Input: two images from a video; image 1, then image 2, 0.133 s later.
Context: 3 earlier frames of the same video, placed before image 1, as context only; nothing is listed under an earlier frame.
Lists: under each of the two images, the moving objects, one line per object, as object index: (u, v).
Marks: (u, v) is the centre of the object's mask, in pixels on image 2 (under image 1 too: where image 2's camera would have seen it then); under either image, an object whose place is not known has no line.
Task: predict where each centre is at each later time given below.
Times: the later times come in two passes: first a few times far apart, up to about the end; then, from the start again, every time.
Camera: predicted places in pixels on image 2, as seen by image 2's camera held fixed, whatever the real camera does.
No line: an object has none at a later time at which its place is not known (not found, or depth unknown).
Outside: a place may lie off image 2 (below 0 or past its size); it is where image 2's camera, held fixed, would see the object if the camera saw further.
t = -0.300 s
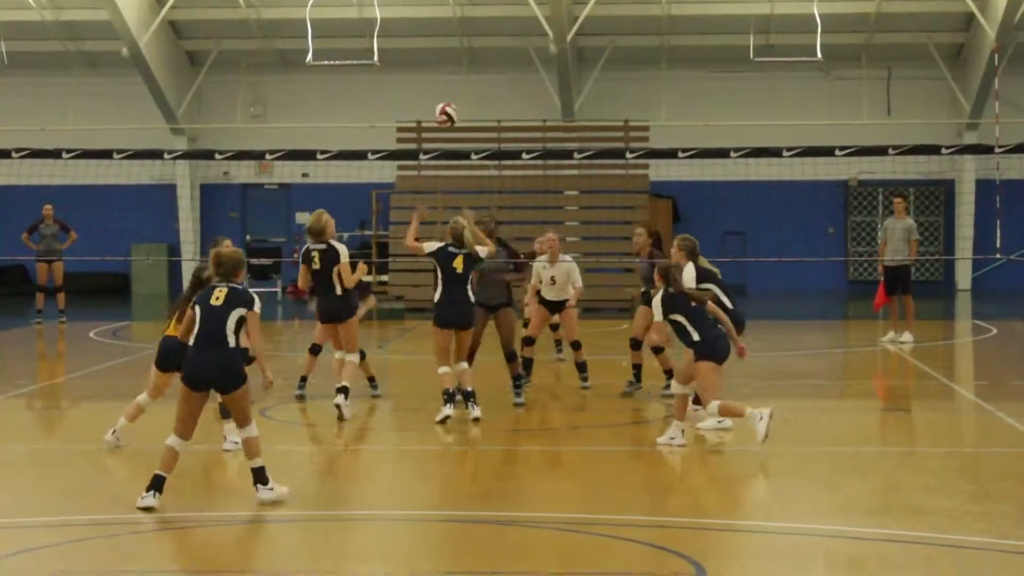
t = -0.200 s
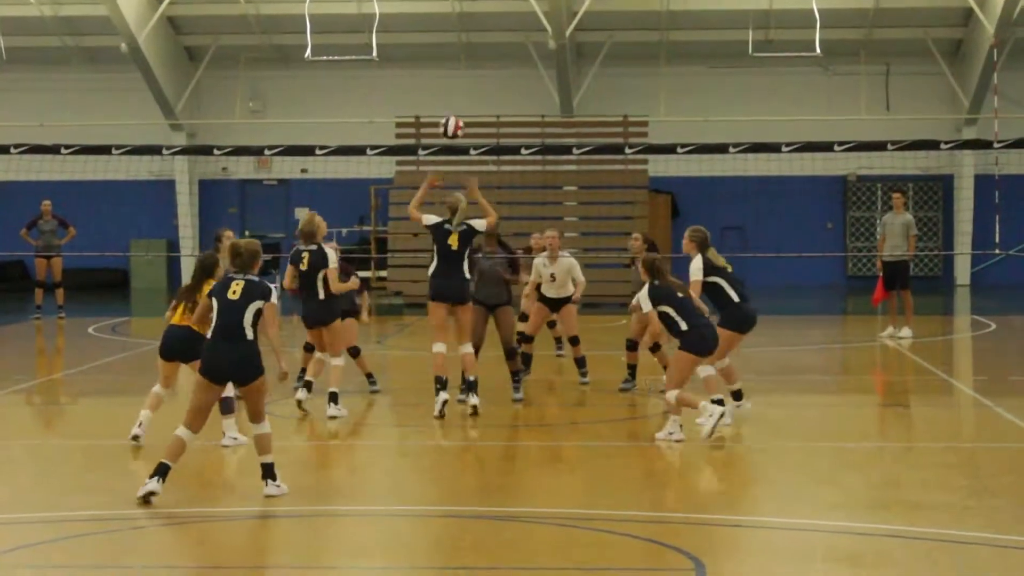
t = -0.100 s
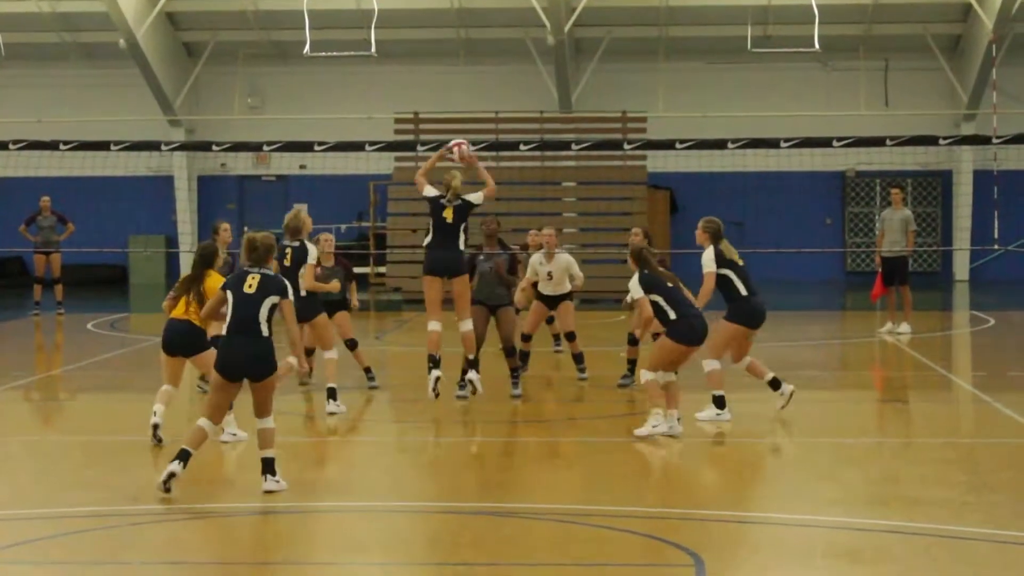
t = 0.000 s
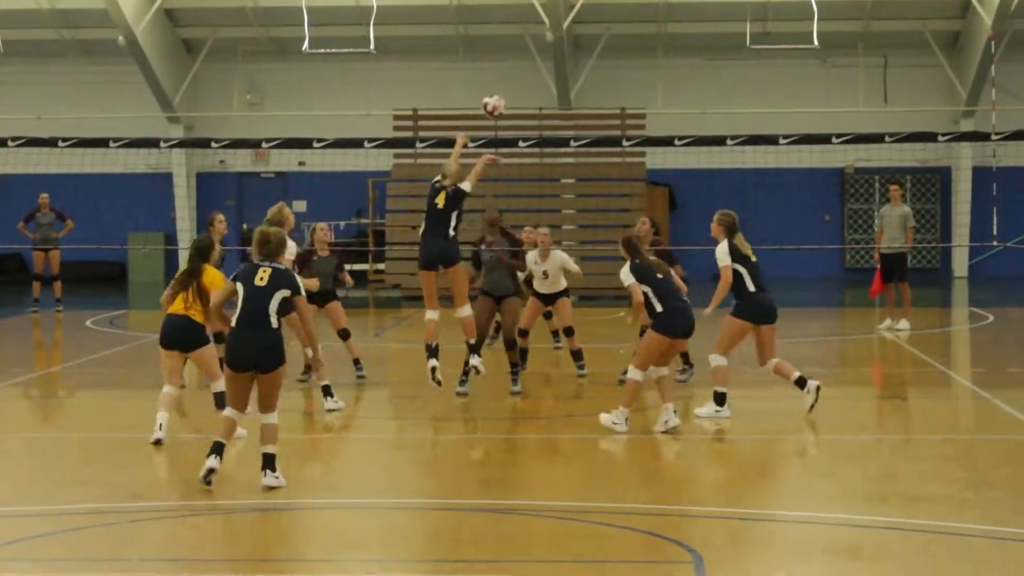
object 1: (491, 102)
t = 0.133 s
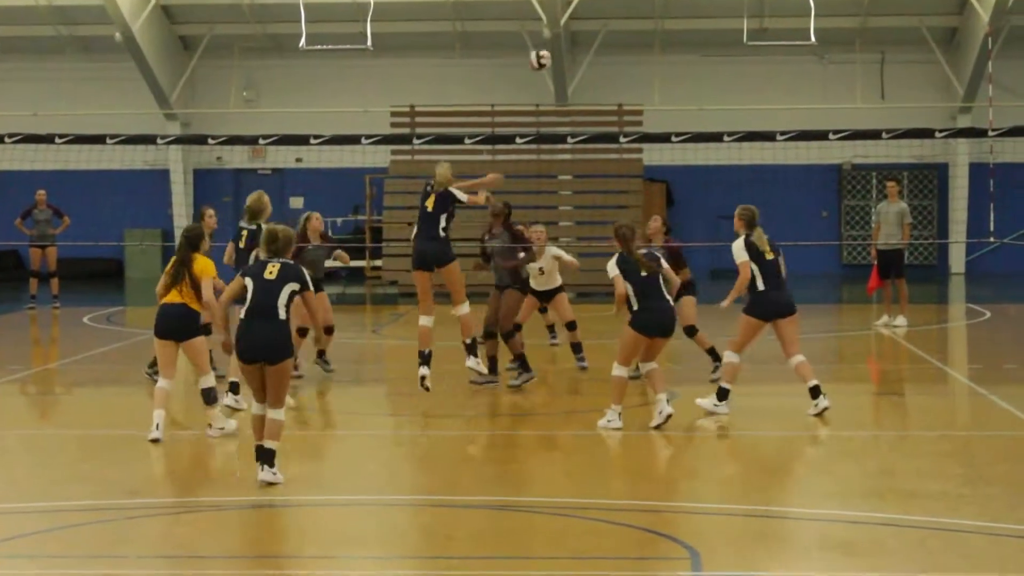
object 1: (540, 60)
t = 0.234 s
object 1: (573, 41)
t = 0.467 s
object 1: (643, 40)
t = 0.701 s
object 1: (705, 91)
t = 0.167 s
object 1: (551, 52)
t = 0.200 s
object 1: (562, 47)
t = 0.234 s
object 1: (573, 41)
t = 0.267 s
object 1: (583, 38)
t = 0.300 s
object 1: (594, 36)
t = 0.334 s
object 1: (605, 33)
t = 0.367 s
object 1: (614, 34)
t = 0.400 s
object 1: (624, 35)
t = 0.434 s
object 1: (634, 36)
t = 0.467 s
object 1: (643, 40)
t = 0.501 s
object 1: (653, 44)
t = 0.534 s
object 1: (662, 49)
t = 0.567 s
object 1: (671, 56)
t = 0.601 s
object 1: (680, 64)
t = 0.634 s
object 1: (688, 72)
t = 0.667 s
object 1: (696, 81)
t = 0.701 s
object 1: (705, 91)
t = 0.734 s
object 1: (713, 101)
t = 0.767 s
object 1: (719, 113)
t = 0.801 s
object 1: (727, 124)
